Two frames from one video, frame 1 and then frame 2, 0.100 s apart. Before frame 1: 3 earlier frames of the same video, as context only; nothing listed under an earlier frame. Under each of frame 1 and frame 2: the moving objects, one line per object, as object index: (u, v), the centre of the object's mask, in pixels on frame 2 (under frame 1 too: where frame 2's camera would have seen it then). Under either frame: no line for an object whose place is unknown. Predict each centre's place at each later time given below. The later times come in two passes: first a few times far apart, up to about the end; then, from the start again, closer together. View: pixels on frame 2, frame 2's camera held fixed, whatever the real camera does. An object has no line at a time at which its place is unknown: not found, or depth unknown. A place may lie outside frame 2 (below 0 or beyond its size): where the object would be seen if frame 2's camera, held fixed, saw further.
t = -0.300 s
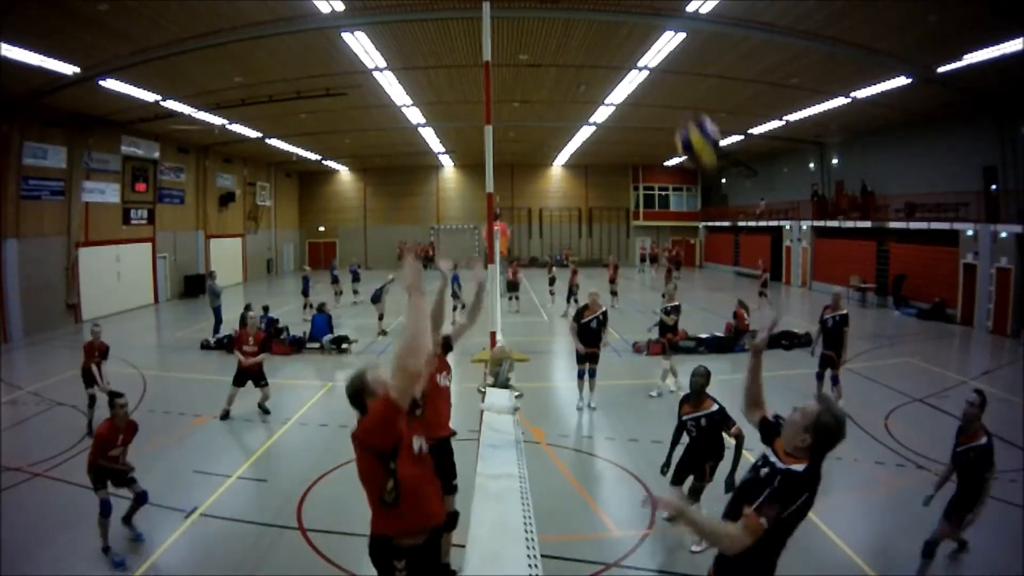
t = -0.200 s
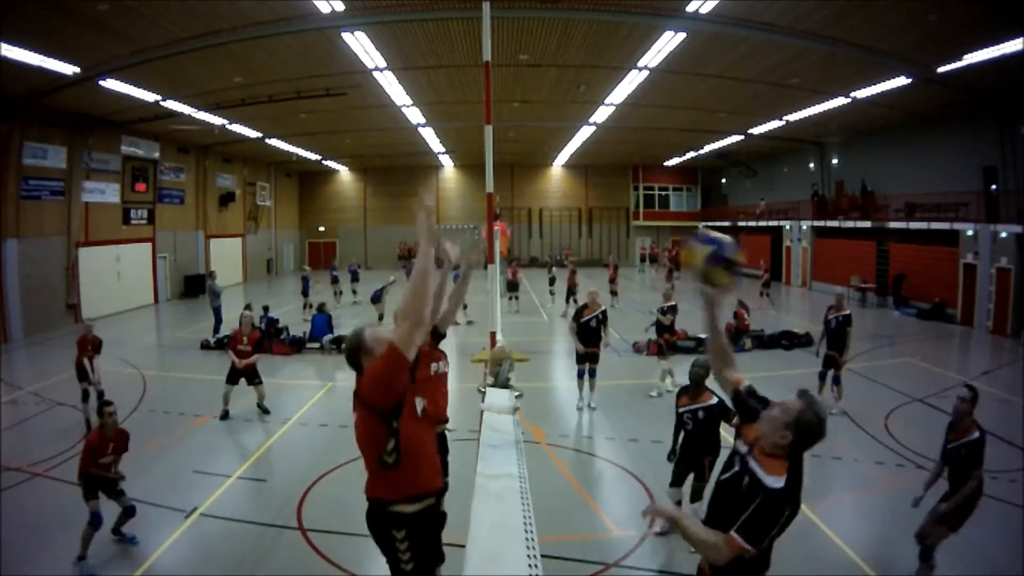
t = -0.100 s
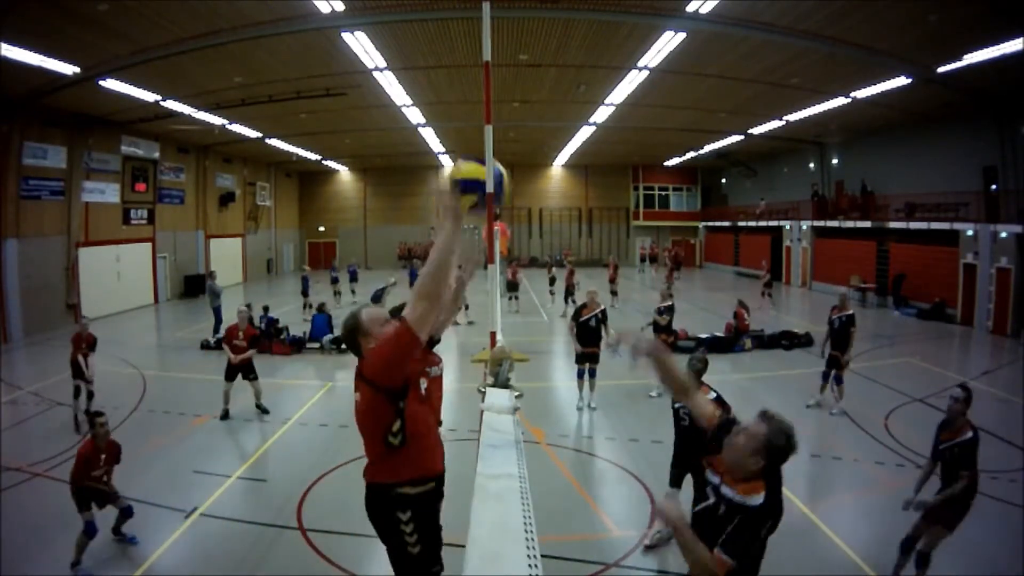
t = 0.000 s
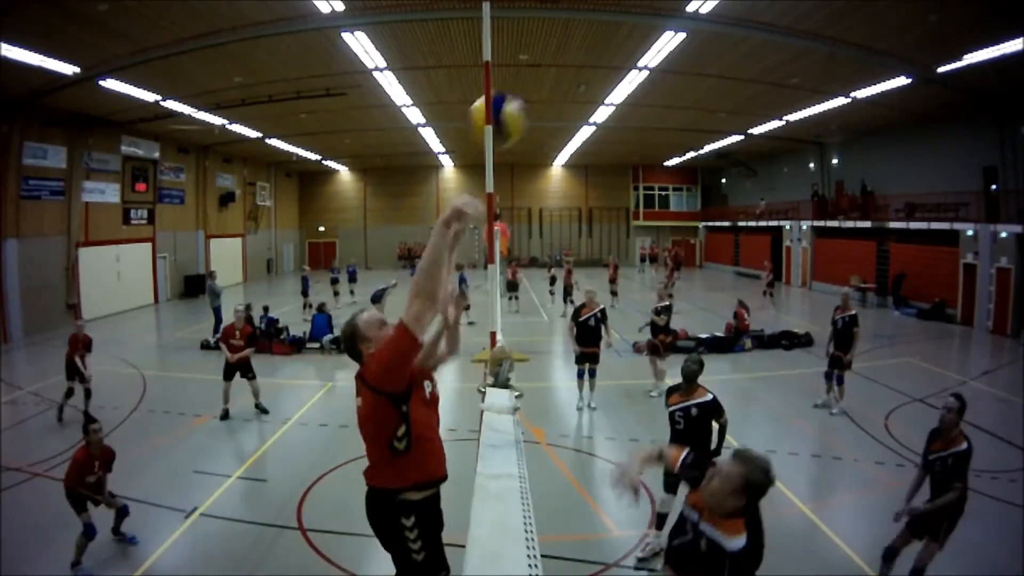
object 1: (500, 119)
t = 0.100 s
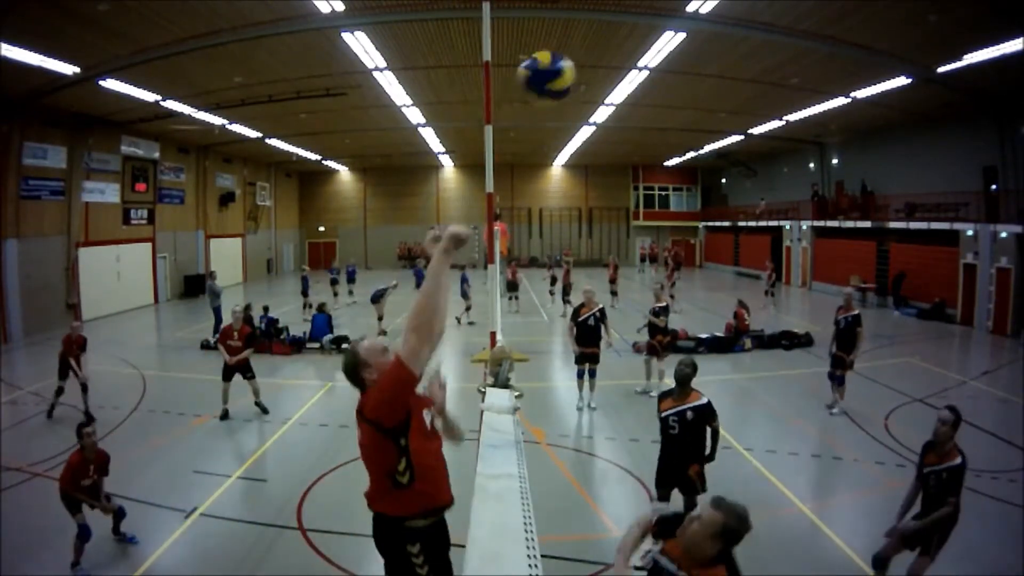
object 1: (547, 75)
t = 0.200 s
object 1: (590, 59)
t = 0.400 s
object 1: (679, 96)
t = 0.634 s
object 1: (775, 259)
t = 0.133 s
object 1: (563, 66)
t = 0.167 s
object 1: (576, 62)
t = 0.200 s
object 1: (590, 59)
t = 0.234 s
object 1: (608, 58)
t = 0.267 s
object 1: (622, 64)
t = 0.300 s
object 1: (639, 69)
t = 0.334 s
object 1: (655, 76)
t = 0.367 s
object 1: (669, 84)
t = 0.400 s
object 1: (679, 96)
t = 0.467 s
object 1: (711, 133)
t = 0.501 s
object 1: (727, 155)
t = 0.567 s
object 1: (751, 200)
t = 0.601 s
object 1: (764, 230)
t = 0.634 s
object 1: (775, 259)
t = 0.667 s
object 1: (787, 293)
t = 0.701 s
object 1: (797, 328)
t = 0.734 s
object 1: (804, 359)
